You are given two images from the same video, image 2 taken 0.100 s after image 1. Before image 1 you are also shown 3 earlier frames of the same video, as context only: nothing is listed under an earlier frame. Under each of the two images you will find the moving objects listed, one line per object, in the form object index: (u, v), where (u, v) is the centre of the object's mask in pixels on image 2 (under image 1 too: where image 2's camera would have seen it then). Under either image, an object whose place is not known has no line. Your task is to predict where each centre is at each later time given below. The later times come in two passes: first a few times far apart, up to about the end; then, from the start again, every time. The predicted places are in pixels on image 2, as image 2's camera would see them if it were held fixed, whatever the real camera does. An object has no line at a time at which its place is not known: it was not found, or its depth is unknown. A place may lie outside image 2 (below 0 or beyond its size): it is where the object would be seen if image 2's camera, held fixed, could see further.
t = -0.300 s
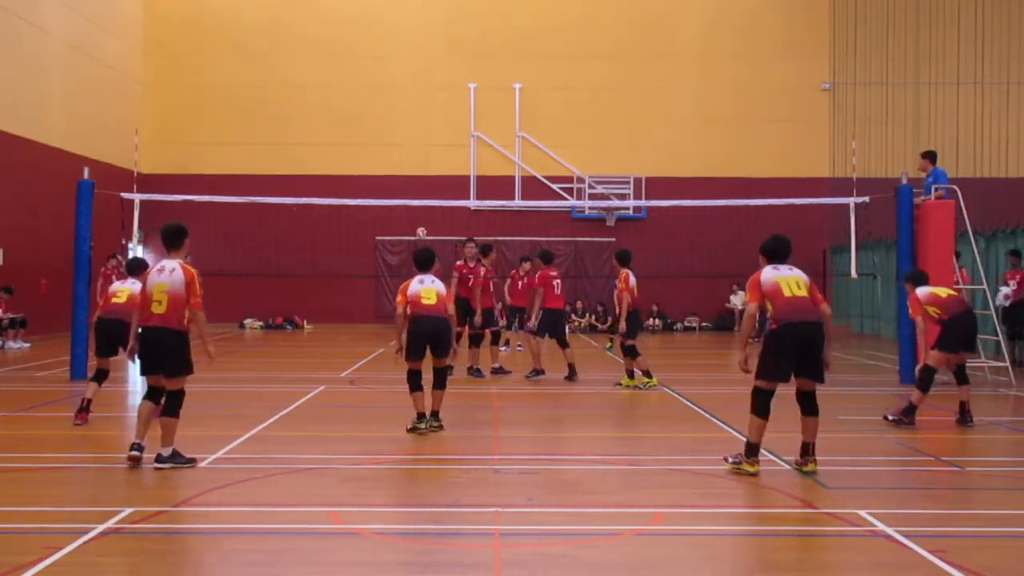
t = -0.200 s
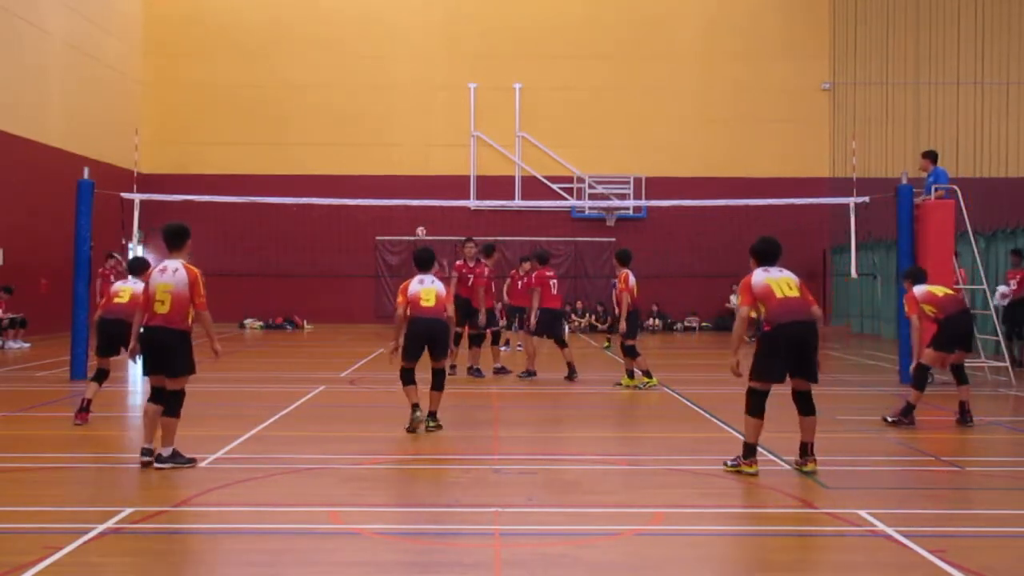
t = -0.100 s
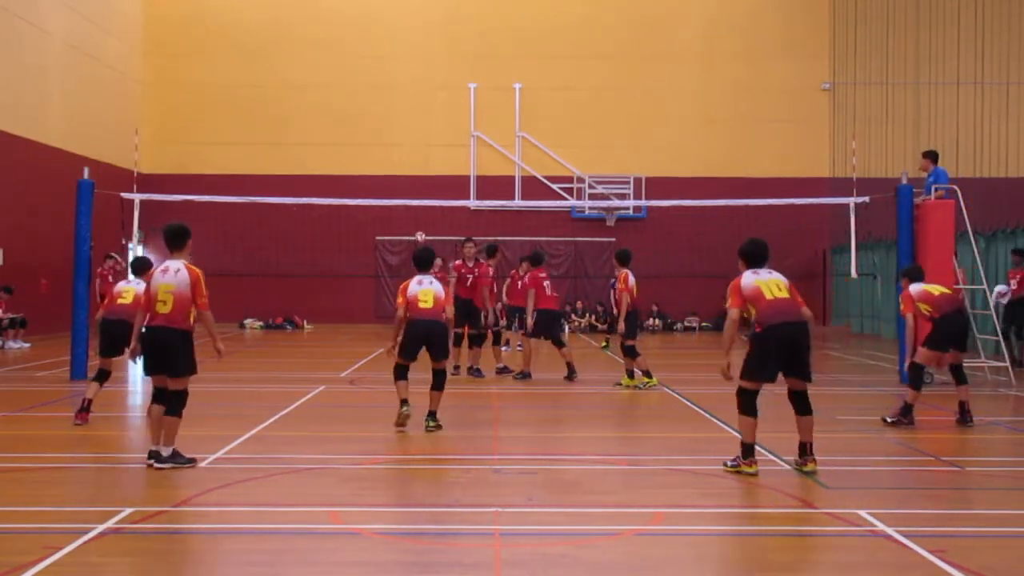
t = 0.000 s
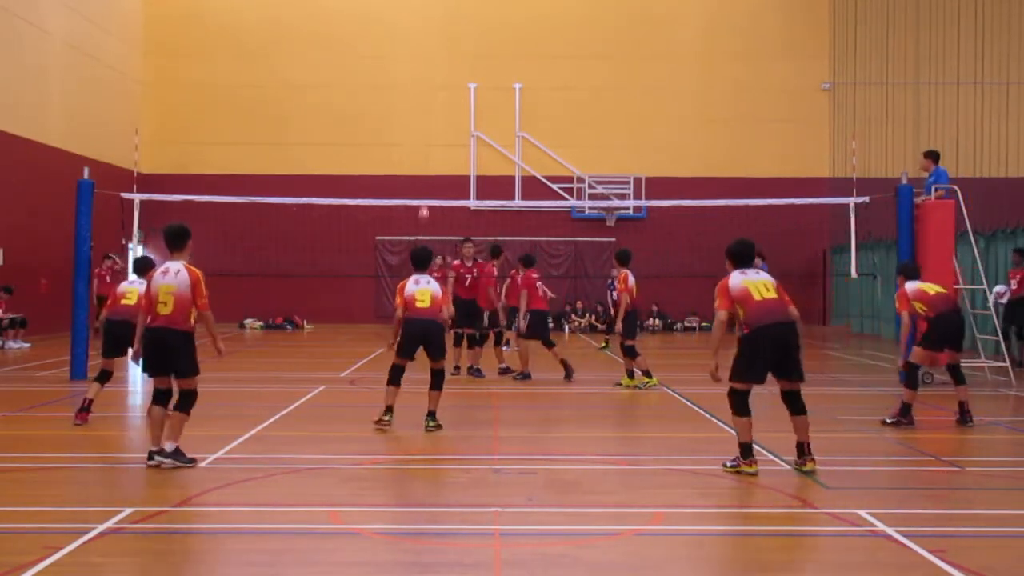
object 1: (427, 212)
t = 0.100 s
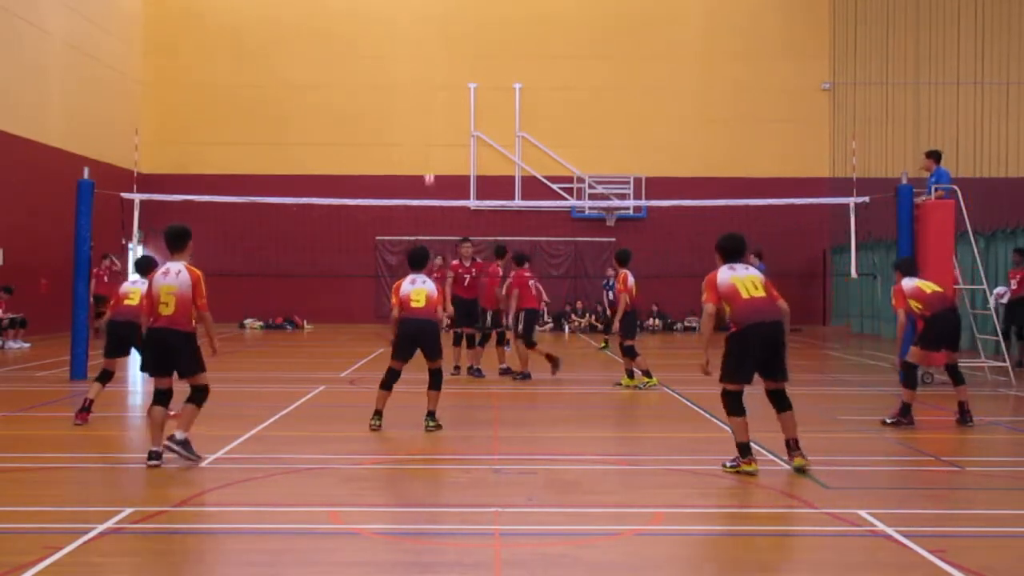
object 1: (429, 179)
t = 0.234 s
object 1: (438, 140)
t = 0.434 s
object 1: (456, 96)
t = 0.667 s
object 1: (481, 72)
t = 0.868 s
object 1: (509, 79)
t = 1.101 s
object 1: (544, 136)
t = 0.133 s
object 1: (431, 168)
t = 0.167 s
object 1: (433, 159)
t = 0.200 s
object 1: (437, 149)
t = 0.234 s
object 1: (438, 140)
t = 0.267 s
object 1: (440, 132)
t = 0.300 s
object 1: (444, 123)
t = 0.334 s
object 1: (450, 115)
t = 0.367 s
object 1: (451, 109)
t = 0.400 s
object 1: (454, 101)
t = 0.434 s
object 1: (456, 96)
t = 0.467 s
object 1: (459, 91)
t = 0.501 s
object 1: (462, 86)
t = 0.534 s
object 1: (467, 81)
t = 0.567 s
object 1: (470, 78)
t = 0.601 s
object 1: (474, 75)
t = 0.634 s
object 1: (478, 73)
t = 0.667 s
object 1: (481, 72)
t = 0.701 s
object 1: (486, 71)
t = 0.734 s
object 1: (492, 71)
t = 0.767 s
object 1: (495, 71)
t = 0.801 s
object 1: (500, 73)
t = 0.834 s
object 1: (504, 76)
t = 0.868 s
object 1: (509, 79)
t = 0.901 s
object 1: (514, 84)
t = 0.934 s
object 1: (518, 90)
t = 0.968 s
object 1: (523, 96)
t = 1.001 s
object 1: (528, 104)
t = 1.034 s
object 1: (533, 113)
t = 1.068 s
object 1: (539, 124)
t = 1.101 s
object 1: (544, 136)
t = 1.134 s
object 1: (550, 150)
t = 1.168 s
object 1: (555, 165)
